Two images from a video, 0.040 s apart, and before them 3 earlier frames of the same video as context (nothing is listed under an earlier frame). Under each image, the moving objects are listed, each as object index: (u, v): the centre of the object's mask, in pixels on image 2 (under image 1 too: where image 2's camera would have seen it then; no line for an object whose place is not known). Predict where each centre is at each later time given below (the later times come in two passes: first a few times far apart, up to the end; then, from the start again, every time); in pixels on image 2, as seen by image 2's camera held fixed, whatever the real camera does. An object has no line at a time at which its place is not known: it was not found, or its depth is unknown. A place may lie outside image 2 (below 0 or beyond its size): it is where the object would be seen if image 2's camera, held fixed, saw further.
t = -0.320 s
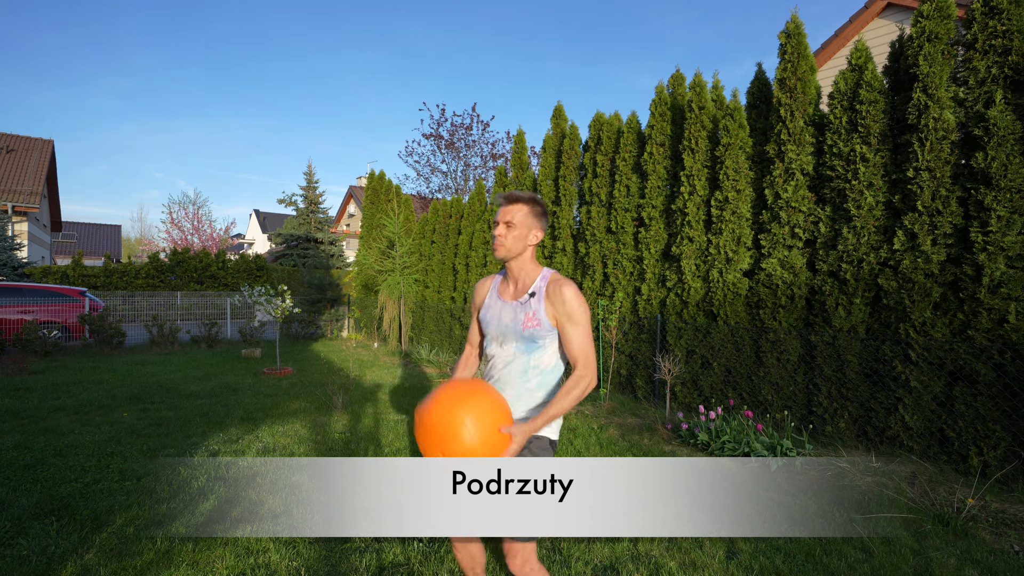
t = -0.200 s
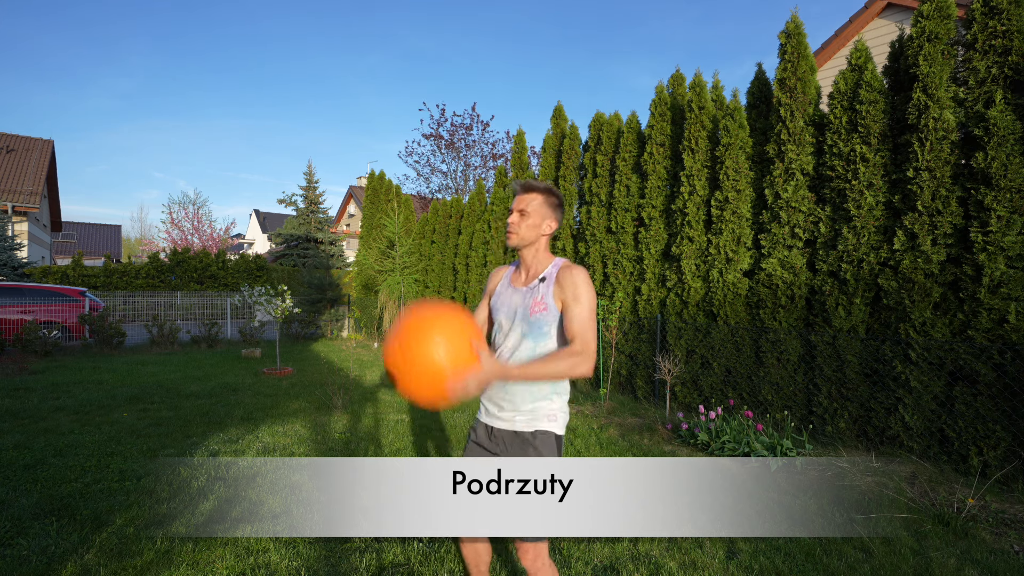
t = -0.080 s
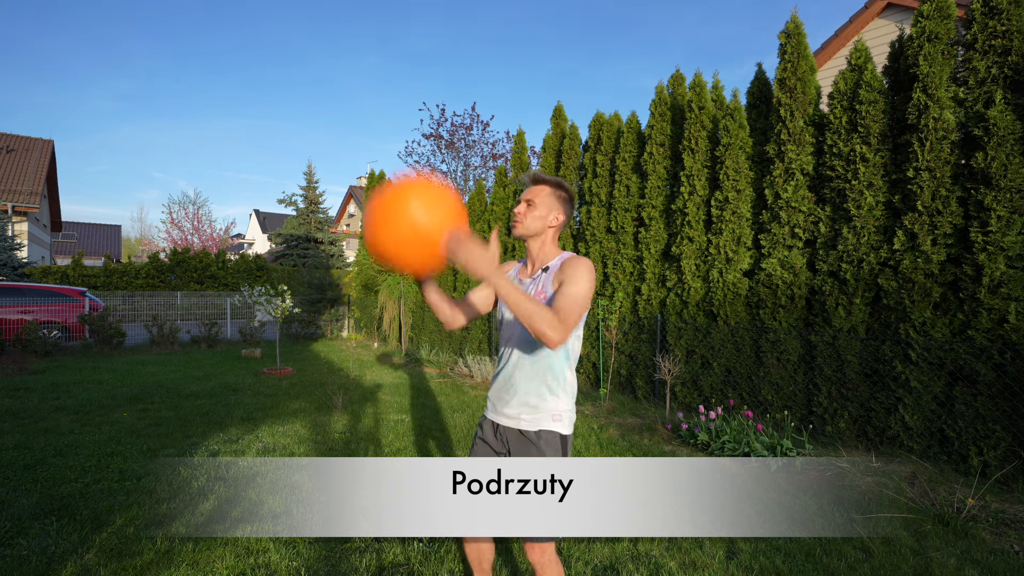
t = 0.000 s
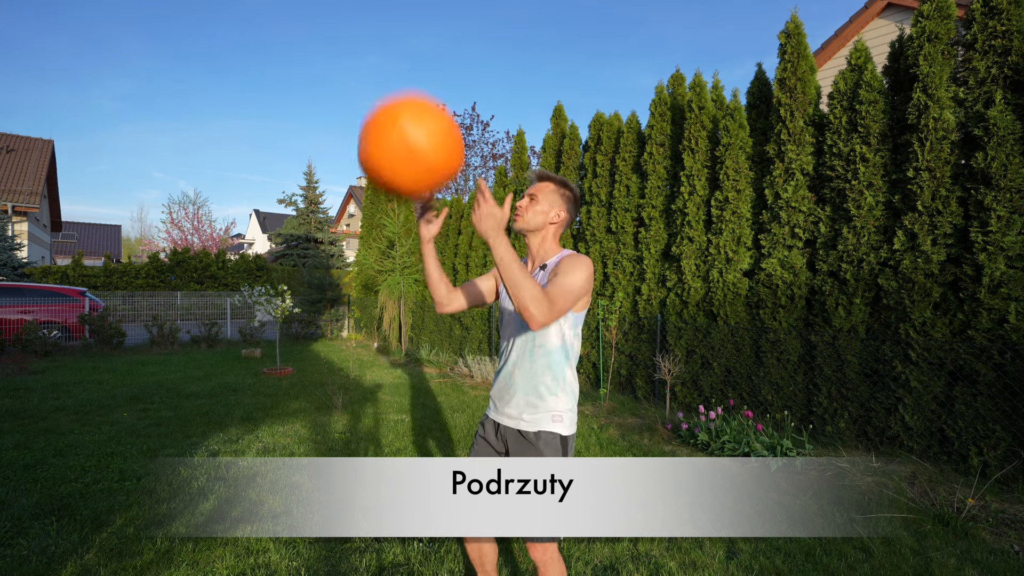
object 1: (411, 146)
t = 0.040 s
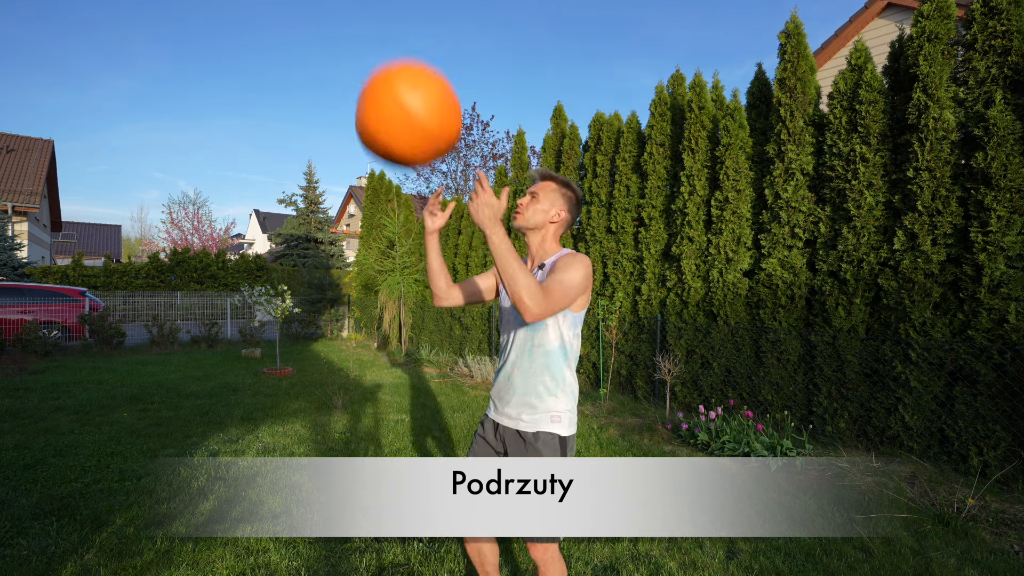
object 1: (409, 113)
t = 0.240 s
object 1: (395, 38)
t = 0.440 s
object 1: (374, 55)
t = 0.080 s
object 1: (406, 87)
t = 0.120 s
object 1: (403, 65)
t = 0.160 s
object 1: (400, 50)
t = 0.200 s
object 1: (398, 42)
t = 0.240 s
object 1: (395, 38)
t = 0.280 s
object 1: (391, 36)
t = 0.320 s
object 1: (387, 37)
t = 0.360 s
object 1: (383, 39)
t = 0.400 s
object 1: (379, 45)
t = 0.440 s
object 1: (374, 55)
